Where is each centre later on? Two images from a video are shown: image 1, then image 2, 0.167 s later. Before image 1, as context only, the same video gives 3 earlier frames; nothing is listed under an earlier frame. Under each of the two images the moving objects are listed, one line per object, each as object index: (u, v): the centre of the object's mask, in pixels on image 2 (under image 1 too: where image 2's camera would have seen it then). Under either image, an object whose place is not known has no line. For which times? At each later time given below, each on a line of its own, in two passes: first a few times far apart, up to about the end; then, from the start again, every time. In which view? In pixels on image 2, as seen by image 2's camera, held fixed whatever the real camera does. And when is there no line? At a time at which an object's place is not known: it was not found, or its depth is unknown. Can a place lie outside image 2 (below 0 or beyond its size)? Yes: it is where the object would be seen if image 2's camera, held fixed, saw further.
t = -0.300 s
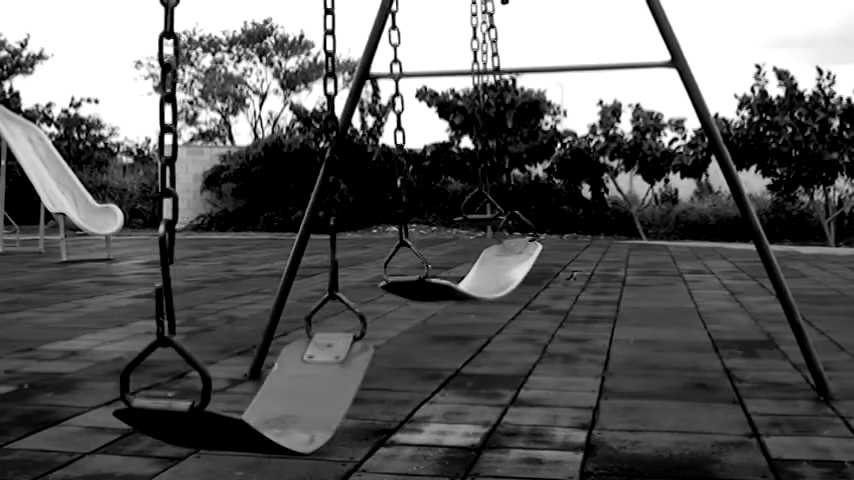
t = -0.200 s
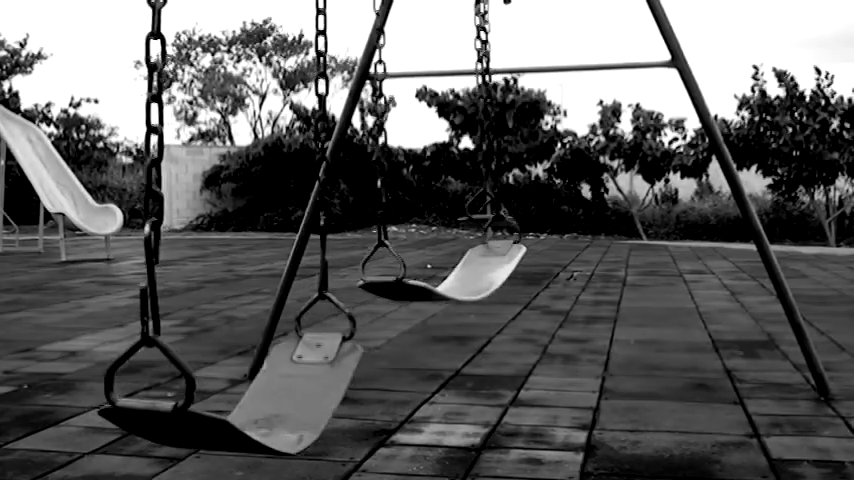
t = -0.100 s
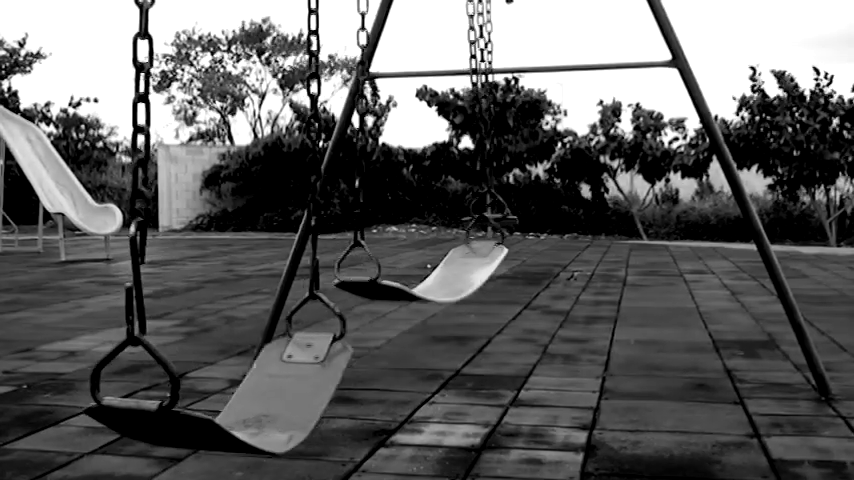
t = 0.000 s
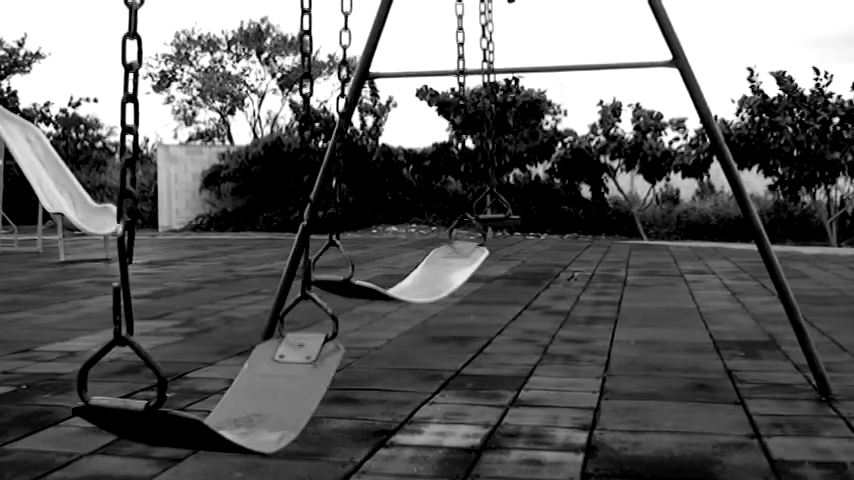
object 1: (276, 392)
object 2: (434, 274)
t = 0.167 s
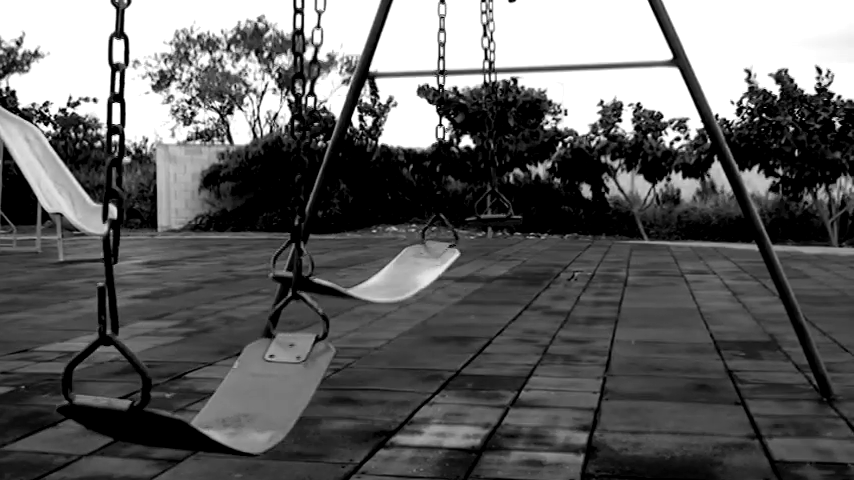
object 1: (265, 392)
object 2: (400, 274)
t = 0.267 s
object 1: (261, 392)
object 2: (386, 274)
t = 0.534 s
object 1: (267, 393)
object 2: (369, 272)
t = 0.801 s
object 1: (292, 394)
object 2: (382, 273)
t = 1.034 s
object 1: (323, 393)
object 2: (414, 274)
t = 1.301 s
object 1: (349, 392)
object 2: (464, 274)
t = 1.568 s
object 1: (348, 393)
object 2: (506, 270)
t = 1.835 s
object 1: (325, 395)
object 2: (513, 268)
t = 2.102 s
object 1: (293, 396)
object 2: (484, 271)
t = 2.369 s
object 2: (437, 274)
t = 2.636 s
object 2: (394, 274)
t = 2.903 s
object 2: (376, 272)
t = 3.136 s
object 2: (382, 271)
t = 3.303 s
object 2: (399, 272)
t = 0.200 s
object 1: (263, 392)
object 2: (394, 274)
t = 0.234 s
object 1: (262, 392)
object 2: (390, 274)
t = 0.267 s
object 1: (261, 392)
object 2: (386, 274)
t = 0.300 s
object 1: (261, 392)
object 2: (382, 274)
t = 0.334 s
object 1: (261, 392)
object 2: (379, 273)
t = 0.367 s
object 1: (261, 392)
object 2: (376, 273)
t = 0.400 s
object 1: (262, 392)
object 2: (374, 272)
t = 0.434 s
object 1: (262, 392)
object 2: (372, 272)
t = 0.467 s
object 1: (264, 393)
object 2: (371, 272)
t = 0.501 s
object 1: (265, 392)
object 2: (370, 272)
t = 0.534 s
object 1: (267, 393)
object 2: (369, 272)
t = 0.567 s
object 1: (269, 393)
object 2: (369, 272)
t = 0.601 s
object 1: (271, 393)
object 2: (370, 272)
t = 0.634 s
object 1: (274, 393)
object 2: (371, 272)
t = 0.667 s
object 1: (277, 393)
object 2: (372, 272)
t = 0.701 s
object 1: (280, 394)
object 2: (374, 272)
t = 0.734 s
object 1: (284, 394)
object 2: (377, 272)
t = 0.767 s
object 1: (288, 394)
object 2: (379, 272)
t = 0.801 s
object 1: (292, 394)
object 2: (382, 273)
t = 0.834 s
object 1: (296, 394)
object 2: (386, 273)
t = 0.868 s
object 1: (301, 394)
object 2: (390, 273)
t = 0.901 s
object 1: (305, 394)
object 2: (395, 273)
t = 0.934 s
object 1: (310, 394)
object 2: (400, 274)
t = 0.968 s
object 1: (314, 394)
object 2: (405, 274)
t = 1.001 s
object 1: (319, 393)
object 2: (409, 274)
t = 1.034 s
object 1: (323, 393)
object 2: (414, 274)
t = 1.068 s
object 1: (328, 393)
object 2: (420, 274)
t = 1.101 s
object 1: (332, 394)
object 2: (425, 274)
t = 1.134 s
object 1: (335, 393)
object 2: (429, 275)
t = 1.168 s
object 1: (339, 393)
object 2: (434, 275)
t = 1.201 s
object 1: (342, 393)
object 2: (440, 275)
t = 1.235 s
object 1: (345, 392)
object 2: (450, 275)
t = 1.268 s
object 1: (347, 392)
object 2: (457, 274)
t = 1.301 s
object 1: (349, 392)
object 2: (464, 274)
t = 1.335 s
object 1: (350, 392)
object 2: (470, 274)
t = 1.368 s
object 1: (351, 392)
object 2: (477, 273)
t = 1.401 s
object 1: (352, 392)
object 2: (483, 272)
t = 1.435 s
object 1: (352, 393)
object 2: (489, 271)
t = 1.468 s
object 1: (352, 393)
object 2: (494, 270)
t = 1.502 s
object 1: (351, 393)
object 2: (499, 270)
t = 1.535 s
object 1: (350, 393)
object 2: (502, 270)
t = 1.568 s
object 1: (348, 393)
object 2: (506, 270)
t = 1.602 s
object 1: (346, 393)
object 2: (509, 269)
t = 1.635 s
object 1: (343, 393)
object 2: (511, 270)
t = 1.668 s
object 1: (340, 393)
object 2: (514, 268)
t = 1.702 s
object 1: (338, 394)
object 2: (515, 268)
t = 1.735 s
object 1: (335, 394)
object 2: (515, 268)
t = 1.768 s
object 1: (332, 394)
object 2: (515, 268)
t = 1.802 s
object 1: (328, 395)
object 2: (514, 268)
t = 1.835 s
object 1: (325, 395)
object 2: (513, 268)
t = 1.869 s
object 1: (321, 395)
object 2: (511, 269)
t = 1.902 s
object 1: (317, 395)
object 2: (509, 269)
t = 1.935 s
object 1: (313, 395)
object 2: (506, 270)
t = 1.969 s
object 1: (309, 395)
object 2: (502, 270)
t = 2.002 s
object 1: (305, 396)
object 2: (498, 271)
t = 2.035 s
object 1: (301, 396)
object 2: (494, 271)
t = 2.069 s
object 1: (296, 396)
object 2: (489, 271)
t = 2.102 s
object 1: (293, 396)
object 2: (484, 271)
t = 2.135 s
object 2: (479, 272)
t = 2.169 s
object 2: (473, 272)
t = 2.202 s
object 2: (467, 273)
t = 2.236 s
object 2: (461, 273)
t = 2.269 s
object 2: (455, 274)
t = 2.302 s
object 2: (449, 274)
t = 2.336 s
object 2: (443, 274)
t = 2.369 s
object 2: (437, 274)
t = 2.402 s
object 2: (431, 274)
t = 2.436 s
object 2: (426, 274)
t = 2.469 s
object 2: (419, 274)
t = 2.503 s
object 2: (416, 273)
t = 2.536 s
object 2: (409, 274)
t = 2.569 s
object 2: (403, 274)
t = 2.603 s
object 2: (399, 274)
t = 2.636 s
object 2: (394, 274)
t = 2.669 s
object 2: (390, 274)
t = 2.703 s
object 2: (386, 274)
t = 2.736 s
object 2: (382, 274)
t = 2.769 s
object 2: (381, 273)
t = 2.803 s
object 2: (379, 273)
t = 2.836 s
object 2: (378, 272)
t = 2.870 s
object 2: (377, 272)
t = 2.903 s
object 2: (376, 272)
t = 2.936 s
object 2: (376, 272)
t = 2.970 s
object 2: (376, 272)
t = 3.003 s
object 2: (376, 271)
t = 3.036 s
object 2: (377, 271)
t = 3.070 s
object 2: (378, 271)
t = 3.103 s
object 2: (380, 271)
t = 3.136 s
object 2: (382, 271)
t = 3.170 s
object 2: (385, 271)
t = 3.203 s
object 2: (388, 271)
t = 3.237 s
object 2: (391, 272)
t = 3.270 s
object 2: (395, 272)
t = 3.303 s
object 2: (399, 272)
